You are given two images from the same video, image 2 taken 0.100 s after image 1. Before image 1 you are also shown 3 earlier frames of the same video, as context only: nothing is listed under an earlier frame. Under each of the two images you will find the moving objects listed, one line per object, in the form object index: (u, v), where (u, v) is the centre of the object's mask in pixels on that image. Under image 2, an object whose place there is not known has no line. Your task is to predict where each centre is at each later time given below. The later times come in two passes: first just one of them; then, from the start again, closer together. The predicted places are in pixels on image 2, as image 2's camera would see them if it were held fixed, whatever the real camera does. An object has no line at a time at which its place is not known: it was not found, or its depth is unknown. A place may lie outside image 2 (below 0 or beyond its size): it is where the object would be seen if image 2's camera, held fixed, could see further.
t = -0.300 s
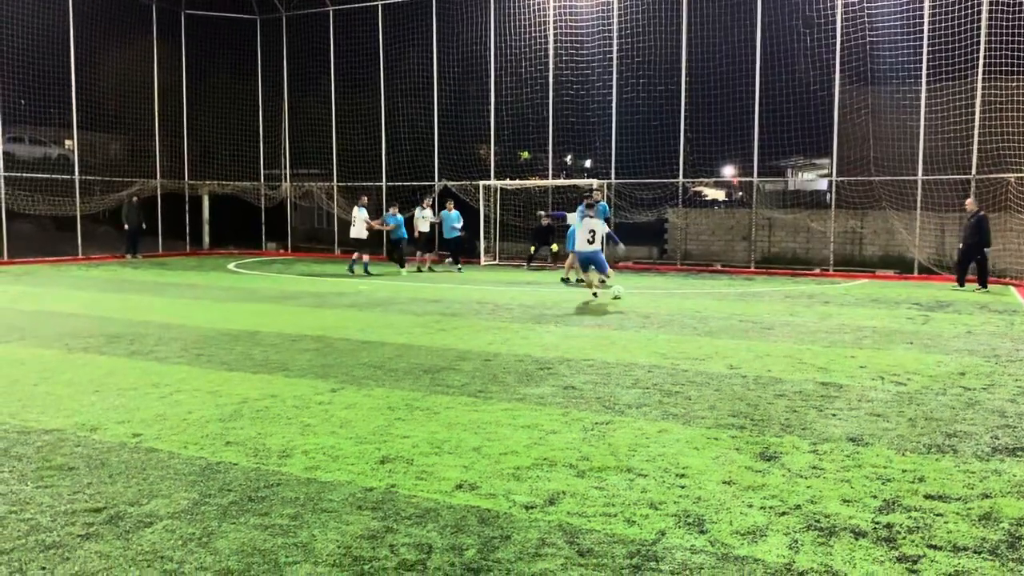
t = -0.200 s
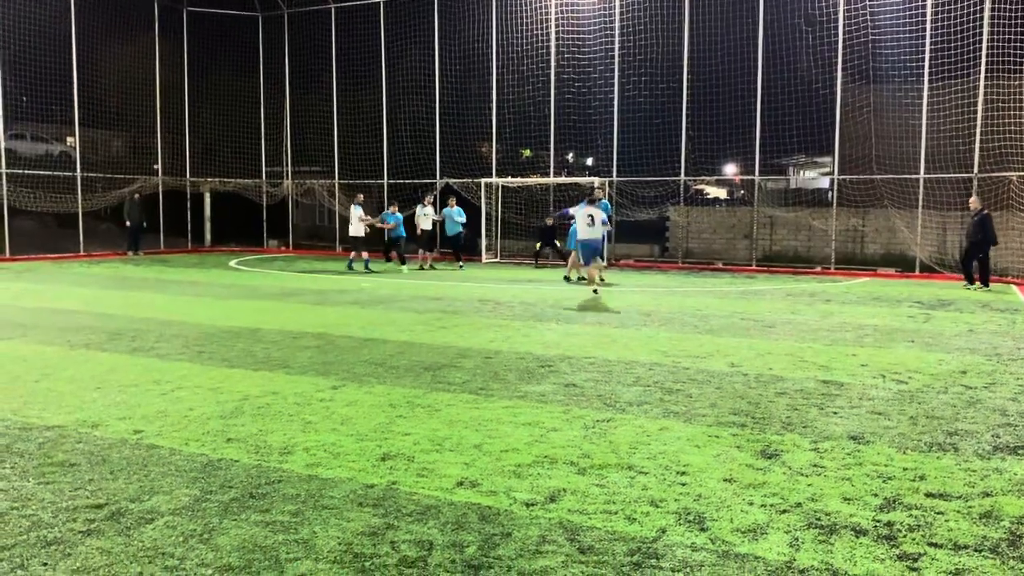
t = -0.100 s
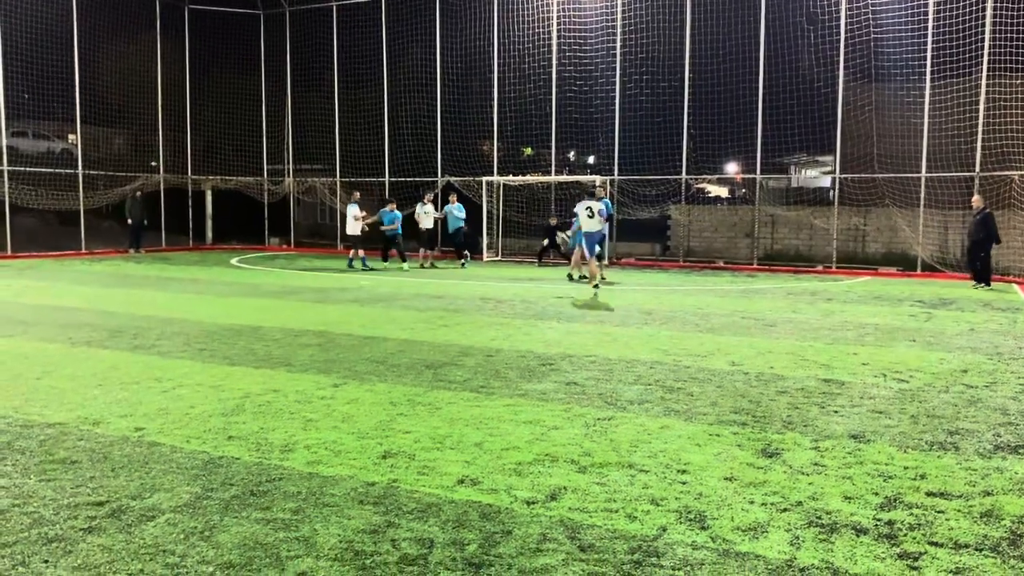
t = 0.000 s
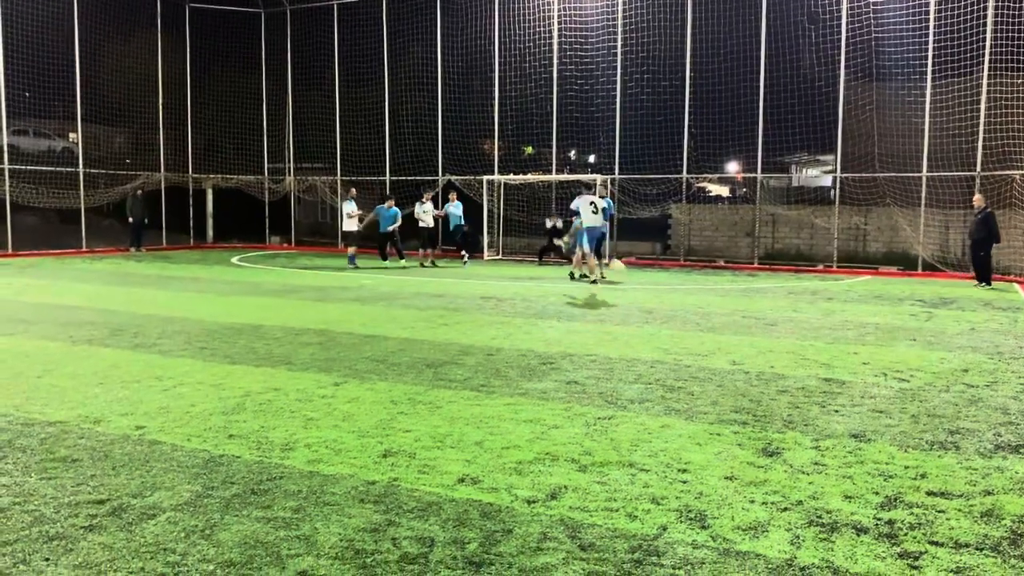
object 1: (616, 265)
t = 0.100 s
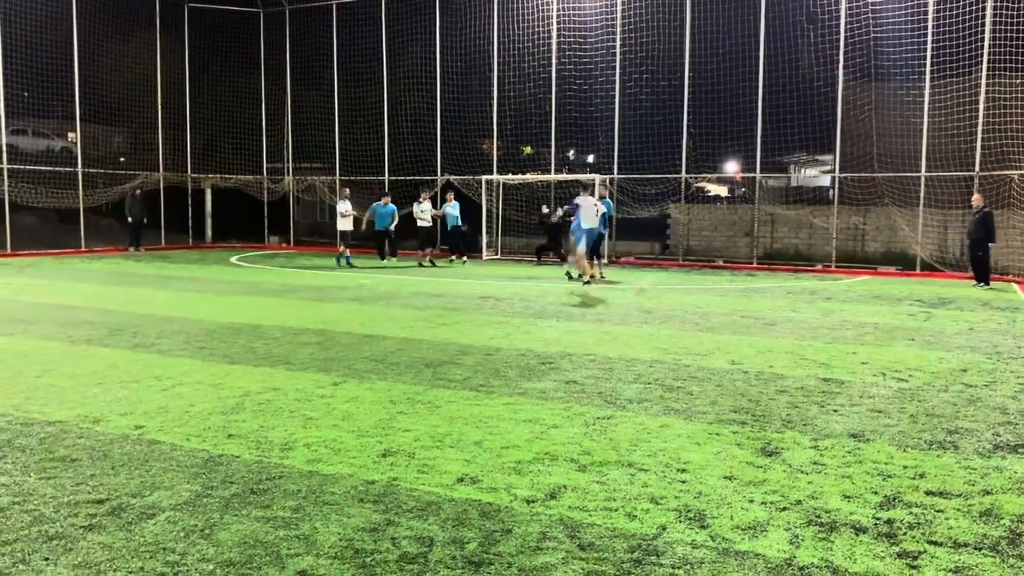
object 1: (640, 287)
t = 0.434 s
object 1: (741, 277)
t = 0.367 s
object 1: (716, 272)
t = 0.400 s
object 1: (728, 275)
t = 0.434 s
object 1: (741, 277)
